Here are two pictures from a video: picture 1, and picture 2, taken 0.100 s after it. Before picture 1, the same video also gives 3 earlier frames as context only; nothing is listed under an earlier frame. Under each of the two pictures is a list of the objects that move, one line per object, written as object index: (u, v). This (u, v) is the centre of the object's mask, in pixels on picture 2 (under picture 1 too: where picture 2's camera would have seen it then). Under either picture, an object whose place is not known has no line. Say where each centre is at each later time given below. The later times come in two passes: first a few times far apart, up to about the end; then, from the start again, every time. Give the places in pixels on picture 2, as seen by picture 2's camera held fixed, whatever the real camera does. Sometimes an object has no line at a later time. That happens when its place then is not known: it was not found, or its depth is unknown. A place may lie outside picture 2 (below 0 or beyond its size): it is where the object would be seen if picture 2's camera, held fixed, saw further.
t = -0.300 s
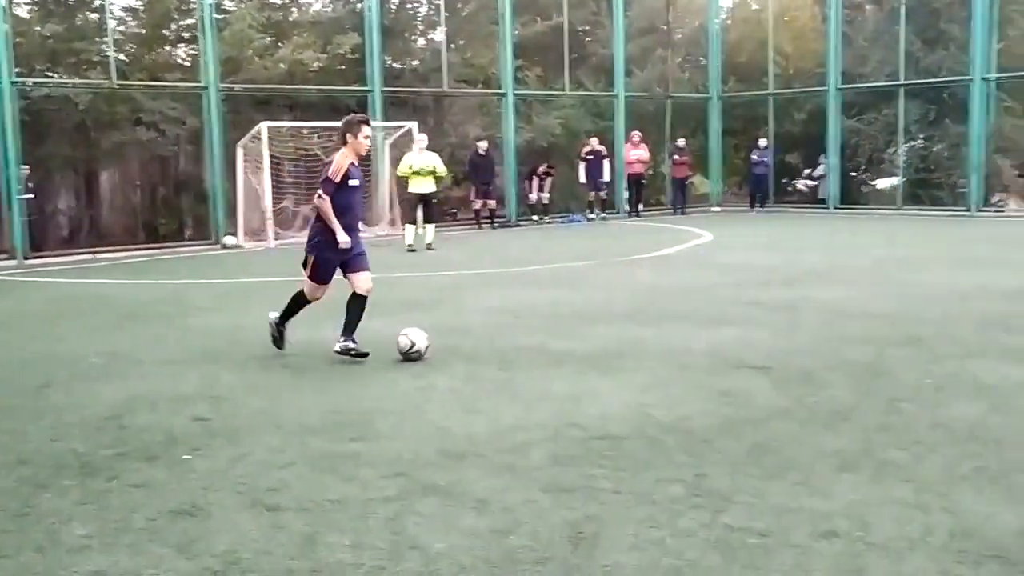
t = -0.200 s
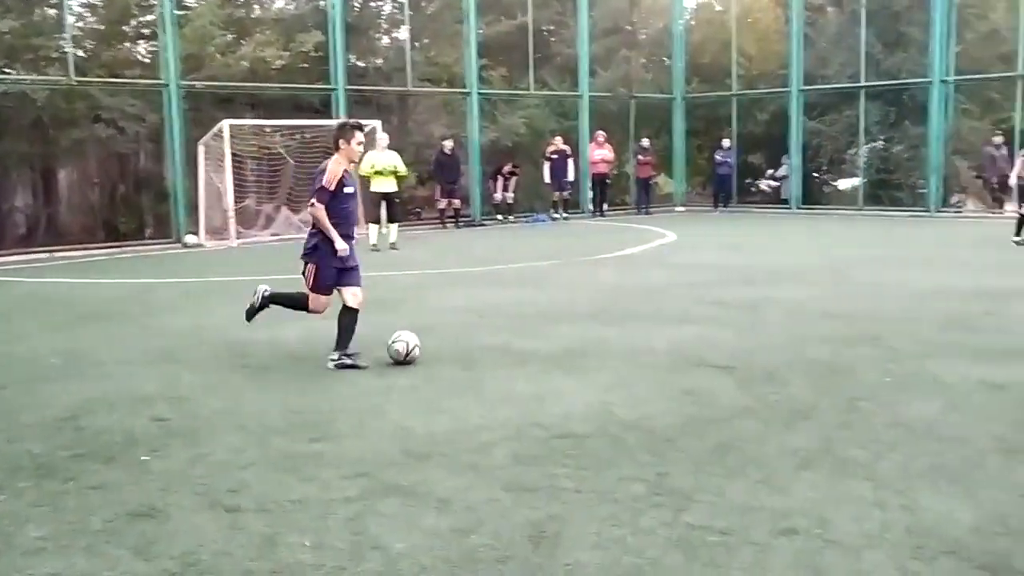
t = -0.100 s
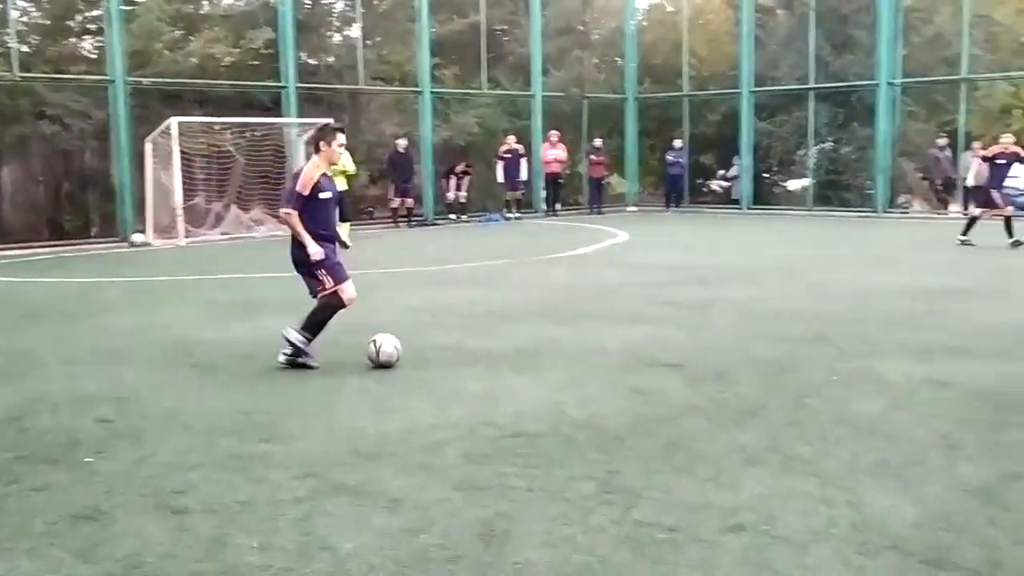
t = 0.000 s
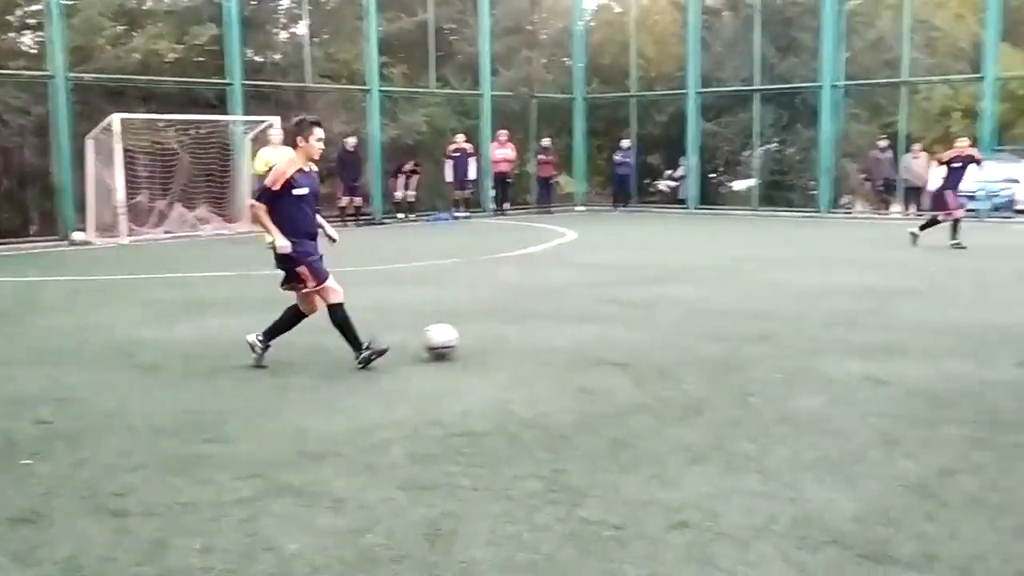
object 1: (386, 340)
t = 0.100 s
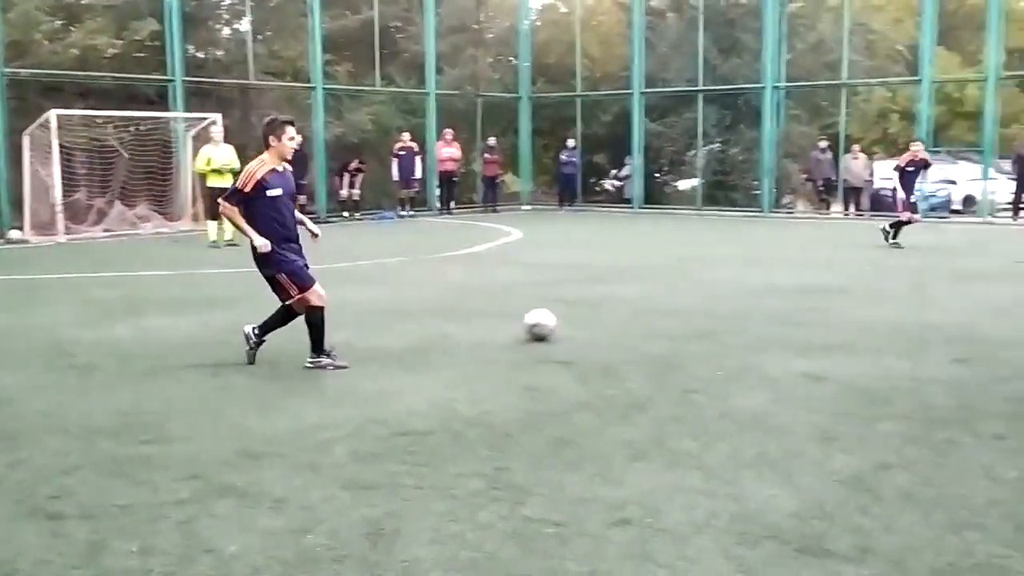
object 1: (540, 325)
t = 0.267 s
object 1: (725, 303)
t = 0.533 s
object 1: (915, 280)
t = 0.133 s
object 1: (581, 318)
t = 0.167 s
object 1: (621, 313)
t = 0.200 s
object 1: (658, 309)
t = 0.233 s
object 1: (692, 307)
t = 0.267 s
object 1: (725, 303)
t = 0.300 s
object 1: (754, 299)
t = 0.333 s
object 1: (783, 296)
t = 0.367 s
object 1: (808, 292)
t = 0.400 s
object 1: (832, 290)
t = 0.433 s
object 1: (854, 286)
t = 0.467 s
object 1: (875, 284)
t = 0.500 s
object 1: (896, 281)
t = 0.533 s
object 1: (915, 280)
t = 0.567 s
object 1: (932, 277)
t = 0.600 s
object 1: (948, 275)
